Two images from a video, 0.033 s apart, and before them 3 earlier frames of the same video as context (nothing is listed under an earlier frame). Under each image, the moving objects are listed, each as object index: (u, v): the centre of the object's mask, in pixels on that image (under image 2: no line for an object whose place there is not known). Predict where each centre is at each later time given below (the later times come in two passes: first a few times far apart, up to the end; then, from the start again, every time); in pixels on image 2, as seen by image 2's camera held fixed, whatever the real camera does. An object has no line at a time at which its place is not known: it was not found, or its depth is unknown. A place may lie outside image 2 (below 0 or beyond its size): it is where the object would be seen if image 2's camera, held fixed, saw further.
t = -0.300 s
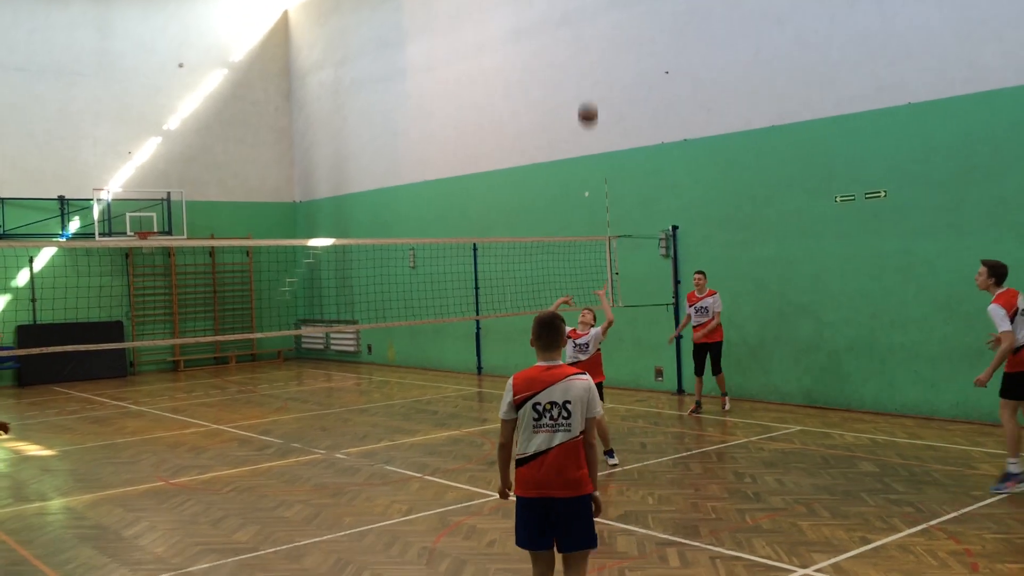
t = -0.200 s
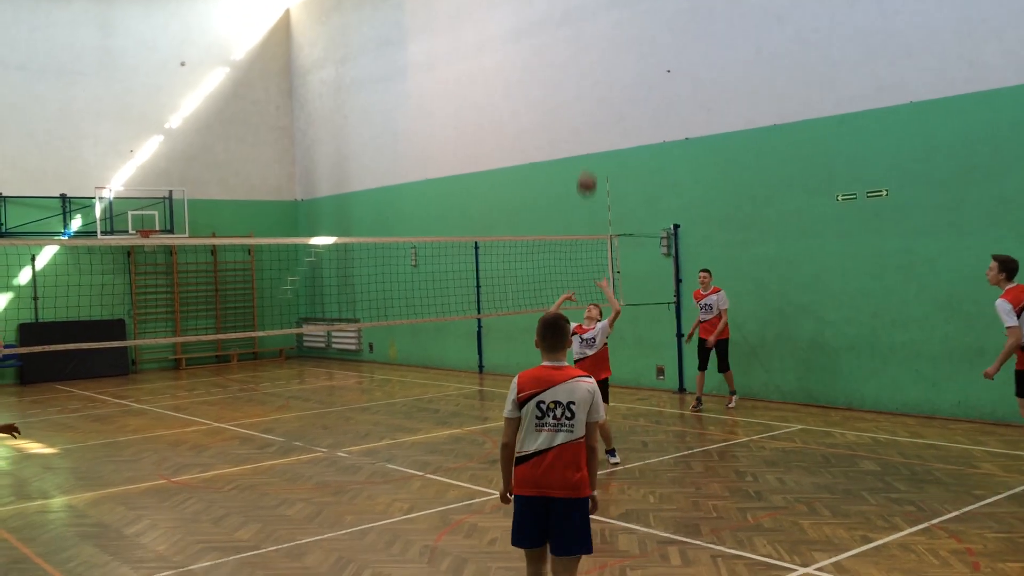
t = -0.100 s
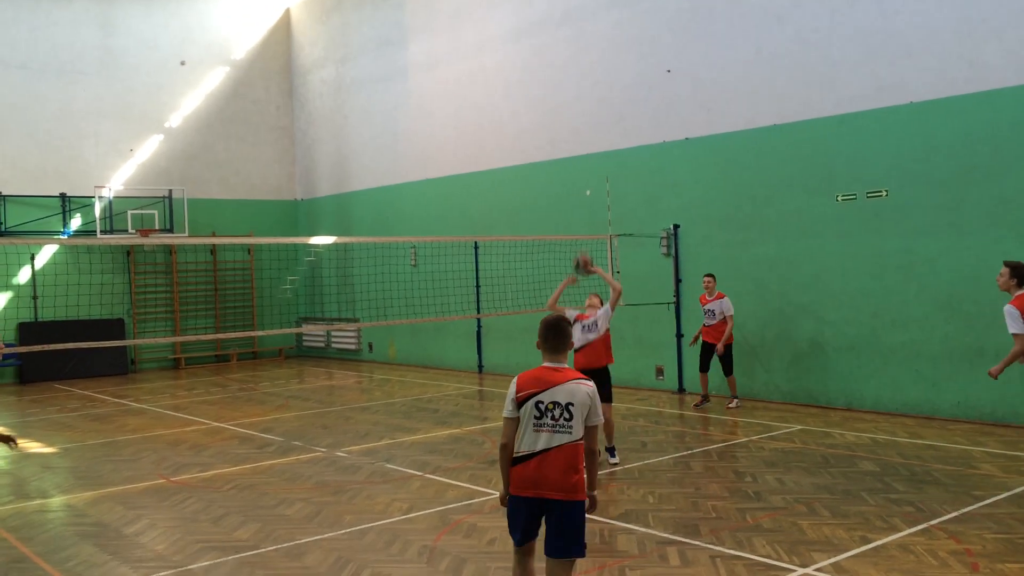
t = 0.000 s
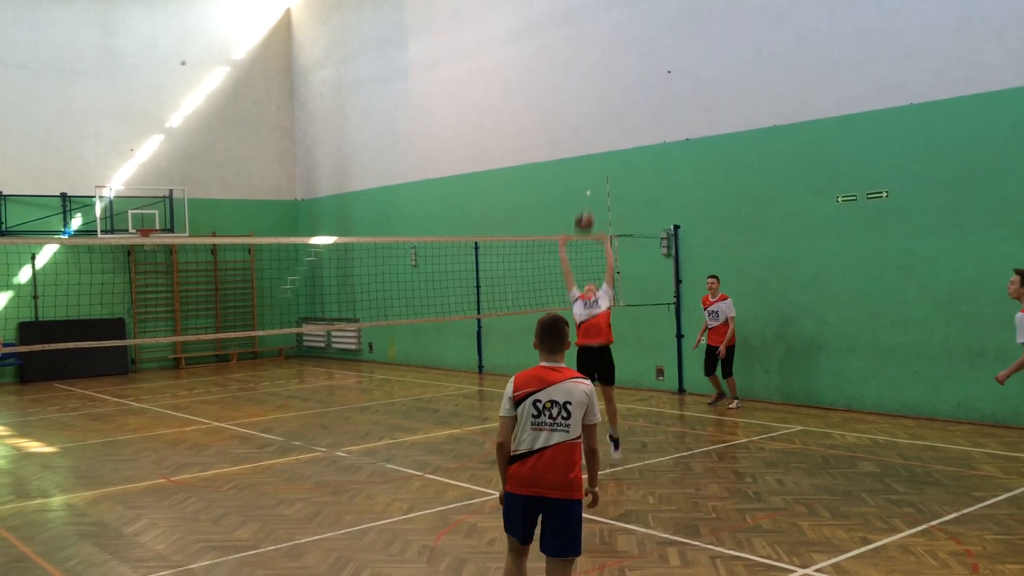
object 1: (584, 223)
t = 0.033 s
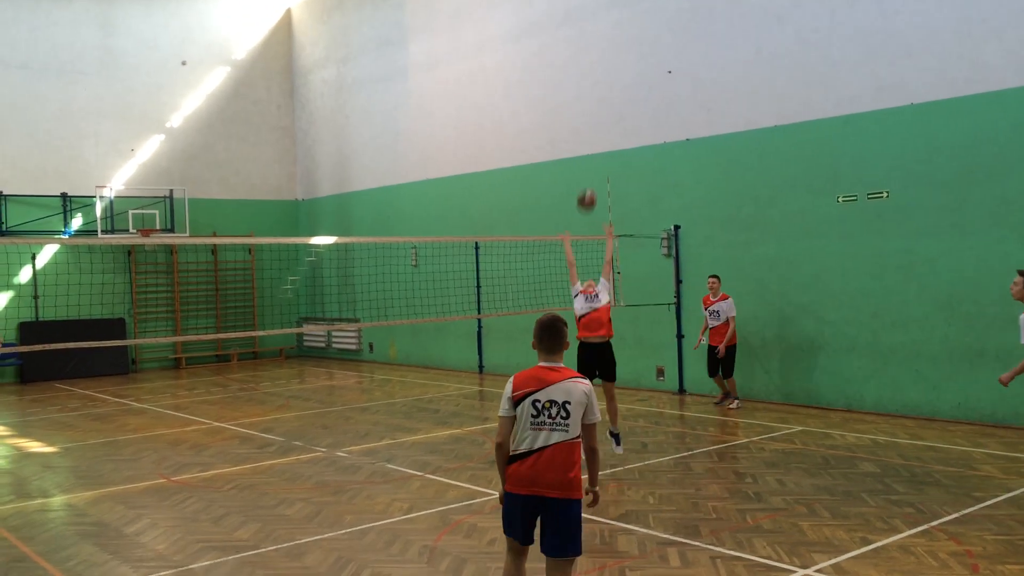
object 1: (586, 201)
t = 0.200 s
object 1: (597, 108)
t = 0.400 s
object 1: (612, 40)
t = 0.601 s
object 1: (628, 12)
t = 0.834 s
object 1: (648, 25)
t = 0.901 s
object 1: (654, 38)
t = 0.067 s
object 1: (589, 180)
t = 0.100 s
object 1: (591, 160)
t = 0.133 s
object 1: (593, 141)
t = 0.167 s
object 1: (595, 124)
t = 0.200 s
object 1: (597, 108)
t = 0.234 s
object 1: (599, 94)
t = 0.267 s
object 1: (602, 81)
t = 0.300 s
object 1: (604, 69)
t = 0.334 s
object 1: (607, 58)
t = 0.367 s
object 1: (609, 48)
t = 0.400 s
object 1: (612, 40)
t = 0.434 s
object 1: (615, 32)
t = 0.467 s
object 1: (618, 26)
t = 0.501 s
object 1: (621, 21)
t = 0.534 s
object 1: (623, 17)
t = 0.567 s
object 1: (626, 14)
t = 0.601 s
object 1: (628, 12)
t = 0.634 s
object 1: (631, 11)
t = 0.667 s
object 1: (634, 11)
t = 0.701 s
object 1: (637, 11)
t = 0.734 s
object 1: (640, 13)
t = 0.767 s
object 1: (643, 16)
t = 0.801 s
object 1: (645, 21)
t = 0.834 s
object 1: (648, 25)
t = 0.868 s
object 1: (651, 31)
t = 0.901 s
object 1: (654, 38)
